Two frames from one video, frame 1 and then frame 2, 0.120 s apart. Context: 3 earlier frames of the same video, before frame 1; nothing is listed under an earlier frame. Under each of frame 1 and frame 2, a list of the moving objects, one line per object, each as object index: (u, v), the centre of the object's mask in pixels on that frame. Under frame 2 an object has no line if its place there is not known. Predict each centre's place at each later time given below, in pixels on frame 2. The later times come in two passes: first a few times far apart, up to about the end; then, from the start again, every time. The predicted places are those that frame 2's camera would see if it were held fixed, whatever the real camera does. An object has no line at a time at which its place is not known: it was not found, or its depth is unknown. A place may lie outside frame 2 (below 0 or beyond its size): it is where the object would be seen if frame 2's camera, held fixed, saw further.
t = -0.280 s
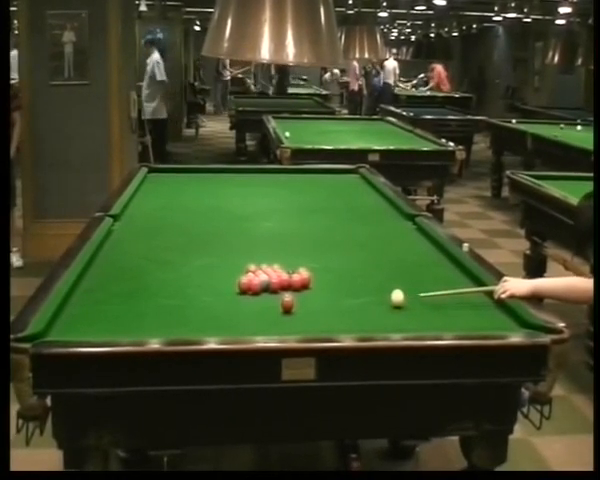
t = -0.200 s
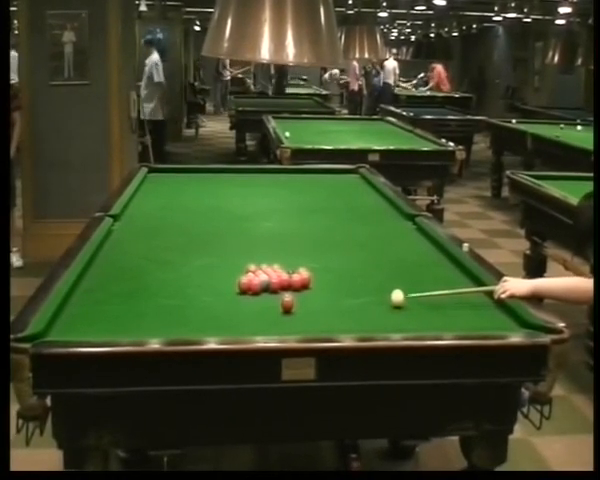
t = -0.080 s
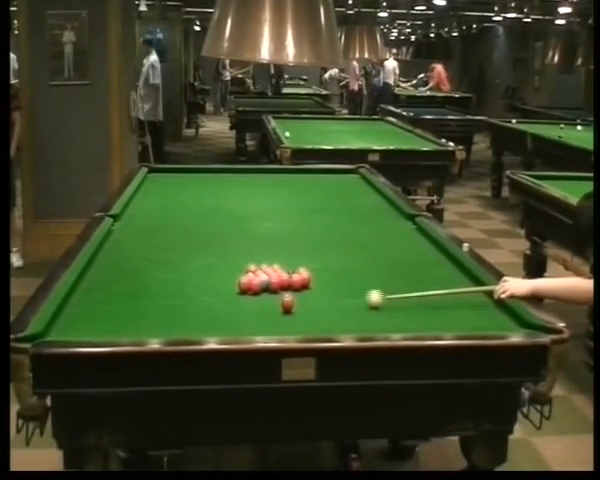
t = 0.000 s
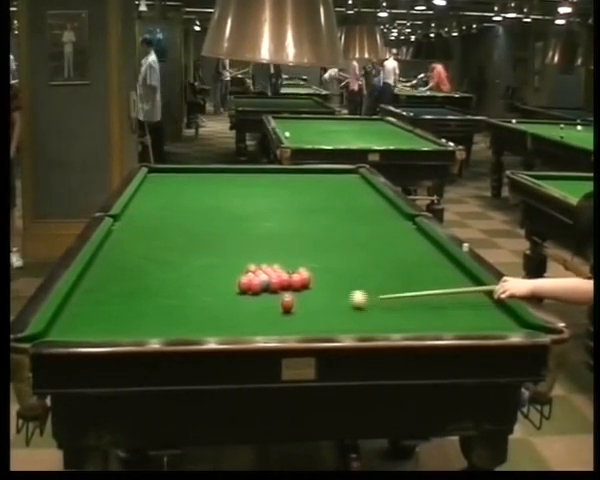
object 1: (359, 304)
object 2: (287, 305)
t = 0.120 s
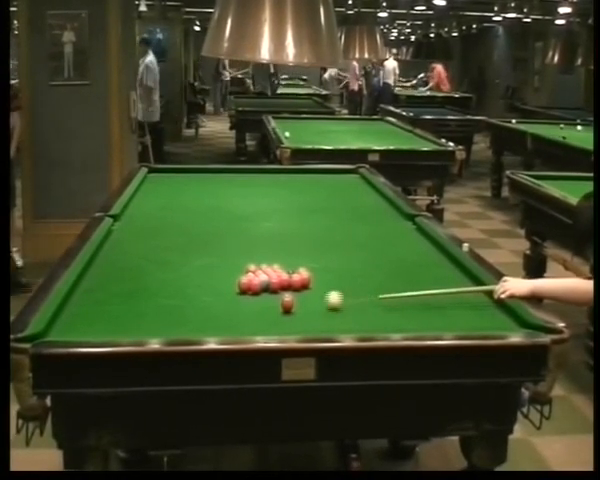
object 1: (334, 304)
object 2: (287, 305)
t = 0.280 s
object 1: (302, 306)
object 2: (286, 307)
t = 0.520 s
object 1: (286, 303)
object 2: (259, 311)
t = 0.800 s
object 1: (271, 301)
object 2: (228, 315)
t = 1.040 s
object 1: (260, 300)
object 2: (202, 318)
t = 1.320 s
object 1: (249, 299)
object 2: (173, 323)
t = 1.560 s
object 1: (240, 297)
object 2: (150, 325)
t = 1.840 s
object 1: (232, 296)
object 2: (125, 327)
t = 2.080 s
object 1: (228, 296)
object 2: (105, 329)
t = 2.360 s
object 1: (225, 295)
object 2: (84, 331)
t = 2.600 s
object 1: (223, 295)
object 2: (67, 331)
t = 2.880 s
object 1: (222, 295)
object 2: (48, 335)
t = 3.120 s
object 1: (222, 295)
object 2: (39, 336)
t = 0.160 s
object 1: (326, 304)
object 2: (286, 308)
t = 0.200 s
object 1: (318, 305)
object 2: (286, 307)
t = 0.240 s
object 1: (310, 306)
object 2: (286, 307)
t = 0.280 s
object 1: (302, 306)
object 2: (286, 307)
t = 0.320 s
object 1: (298, 306)
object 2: (282, 308)
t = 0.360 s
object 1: (296, 305)
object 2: (278, 308)
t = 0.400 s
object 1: (294, 305)
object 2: (273, 309)
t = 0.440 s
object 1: (291, 304)
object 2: (268, 310)
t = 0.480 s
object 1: (289, 304)
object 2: (263, 310)
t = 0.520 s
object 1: (286, 303)
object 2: (259, 311)
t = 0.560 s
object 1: (284, 303)
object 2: (255, 311)
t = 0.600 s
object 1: (282, 303)
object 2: (250, 312)
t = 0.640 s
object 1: (280, 303)
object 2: (245, 312)
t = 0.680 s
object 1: (278, 302)
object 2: (241, 313)
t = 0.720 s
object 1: (276, 302)
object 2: (236, 314)
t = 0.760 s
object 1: (273, 301)
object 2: (232, 314)
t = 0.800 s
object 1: (271, 301)
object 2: (228, 315)
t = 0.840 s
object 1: (269, 301)
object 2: (223, 315)
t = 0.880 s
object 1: (268, 301)
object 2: (219, 316)
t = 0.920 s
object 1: (266, 301)
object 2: (215, 317)
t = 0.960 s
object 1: (264, 301)
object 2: (211, 317)
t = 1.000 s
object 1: (262, 300)
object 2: (206, 317)
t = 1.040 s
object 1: (260, 300)
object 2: (202, 318)
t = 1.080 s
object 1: (258, 300)
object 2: (198, 319)
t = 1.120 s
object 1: (257, 300)
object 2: (194, 319)
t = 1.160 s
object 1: (255, 299)
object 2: (190, 320)
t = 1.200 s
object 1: (253, 299)
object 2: (186, 321)
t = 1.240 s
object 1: (252, 299)
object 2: (181, 321)
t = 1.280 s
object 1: (250, 299)
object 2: (177, 322)
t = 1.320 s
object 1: (249, 299)
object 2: (173, 323)
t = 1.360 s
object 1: (247, 299)
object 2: (169, 323)
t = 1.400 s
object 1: (246, 299)
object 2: (165, 324)
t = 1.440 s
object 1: (244, 298)
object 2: (162, 324)
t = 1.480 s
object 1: (243, 298)
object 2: (158, 325)
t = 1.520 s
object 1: (241, 298)
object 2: (154, 325)
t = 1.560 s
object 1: (240, 297)
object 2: (150, 325)
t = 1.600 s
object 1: (239, 297)
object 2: (147, 325)
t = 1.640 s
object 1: (238, 297)
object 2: (143, 326)
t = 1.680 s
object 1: (237, 297)
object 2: (139, 326)
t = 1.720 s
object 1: (235, 297)
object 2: (136, 326)
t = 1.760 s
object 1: (234, 296)
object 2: (132, 326)
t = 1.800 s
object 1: (233, 296)
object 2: (128, 327)
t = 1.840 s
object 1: (232, 296)
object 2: (125, 327)
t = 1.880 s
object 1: (231, 296)
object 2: (121, 328)
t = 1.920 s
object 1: (231, 296)
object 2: (118, 328)
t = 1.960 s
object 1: (230, 296)
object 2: (114, 328)
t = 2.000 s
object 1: (229, 295)
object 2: (111, 329)
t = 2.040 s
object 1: (229, 296)
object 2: (108, 329)
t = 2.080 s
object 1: (228, 296)
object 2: (105, 329)
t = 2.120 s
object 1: (228, 295)
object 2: (101, 329)
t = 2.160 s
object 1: (227, 295)
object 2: (98, 329)
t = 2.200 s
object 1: (226, 295)
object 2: (95, 329)
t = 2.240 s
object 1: (225, 295)
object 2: (92, 330)
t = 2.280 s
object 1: (225, 295)
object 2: (89, 330)
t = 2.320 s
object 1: (225, 295)
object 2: (86, 330)
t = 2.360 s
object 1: (225, 295)
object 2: (84, 331)
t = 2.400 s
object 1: (224, 295)
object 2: (81, 331)
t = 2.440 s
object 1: (224, 295)
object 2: (78, 331)
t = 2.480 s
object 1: (223, 295)
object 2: (75, 332)
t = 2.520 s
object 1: (223, 295)
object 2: (73, 332)
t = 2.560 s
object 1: (223, 295)
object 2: (71, 332)
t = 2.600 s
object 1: (223, 295)
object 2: (67, 331)
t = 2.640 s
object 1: (223, 295)
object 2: (64, 332)
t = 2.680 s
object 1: (223, 295)
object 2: (61, 333)
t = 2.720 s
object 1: (222, 295)
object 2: (57, 334)
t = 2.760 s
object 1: (222, 295)
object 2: (56, 334)
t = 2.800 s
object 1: (222, 295)
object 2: (54, 334)
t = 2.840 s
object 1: (222, 295)
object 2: (51, 335)
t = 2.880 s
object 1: (222, 295)
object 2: (48, 335)
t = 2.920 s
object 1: (222, 295)
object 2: (47, 335)
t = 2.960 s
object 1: (222, 295)
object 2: (43, 336)
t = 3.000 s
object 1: (222, 295)
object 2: (42, 336)
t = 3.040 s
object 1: (222, 295)
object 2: (41, 334)
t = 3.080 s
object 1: (222, 295)
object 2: (41, 334)
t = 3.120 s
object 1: (222, 295)
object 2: (39, 336)
